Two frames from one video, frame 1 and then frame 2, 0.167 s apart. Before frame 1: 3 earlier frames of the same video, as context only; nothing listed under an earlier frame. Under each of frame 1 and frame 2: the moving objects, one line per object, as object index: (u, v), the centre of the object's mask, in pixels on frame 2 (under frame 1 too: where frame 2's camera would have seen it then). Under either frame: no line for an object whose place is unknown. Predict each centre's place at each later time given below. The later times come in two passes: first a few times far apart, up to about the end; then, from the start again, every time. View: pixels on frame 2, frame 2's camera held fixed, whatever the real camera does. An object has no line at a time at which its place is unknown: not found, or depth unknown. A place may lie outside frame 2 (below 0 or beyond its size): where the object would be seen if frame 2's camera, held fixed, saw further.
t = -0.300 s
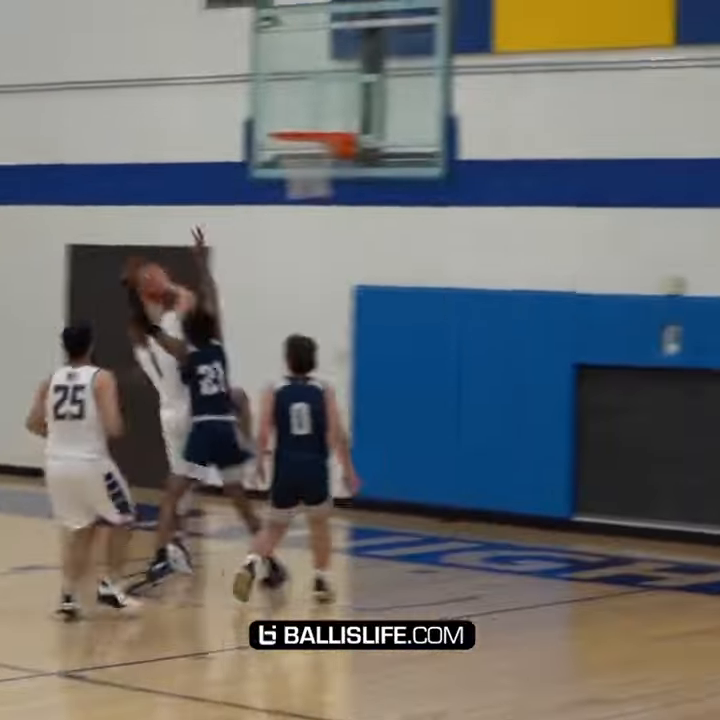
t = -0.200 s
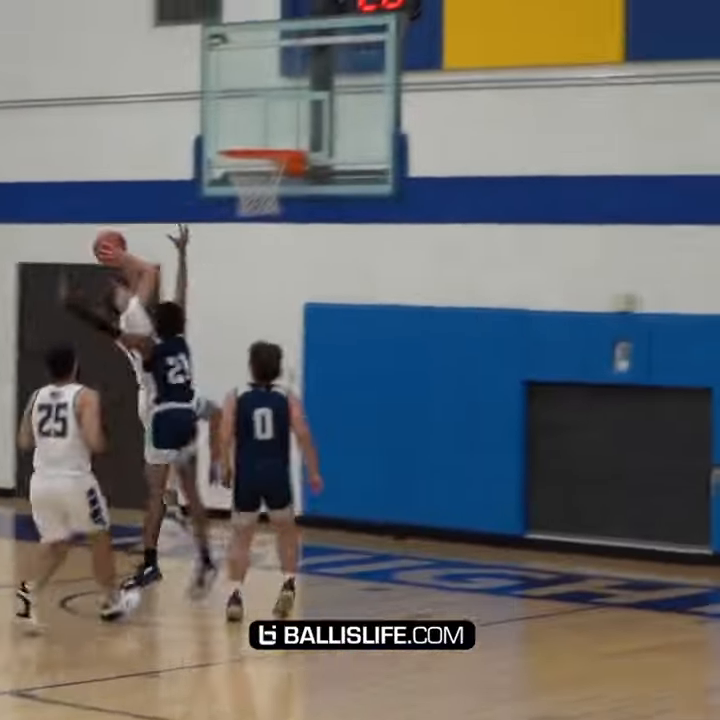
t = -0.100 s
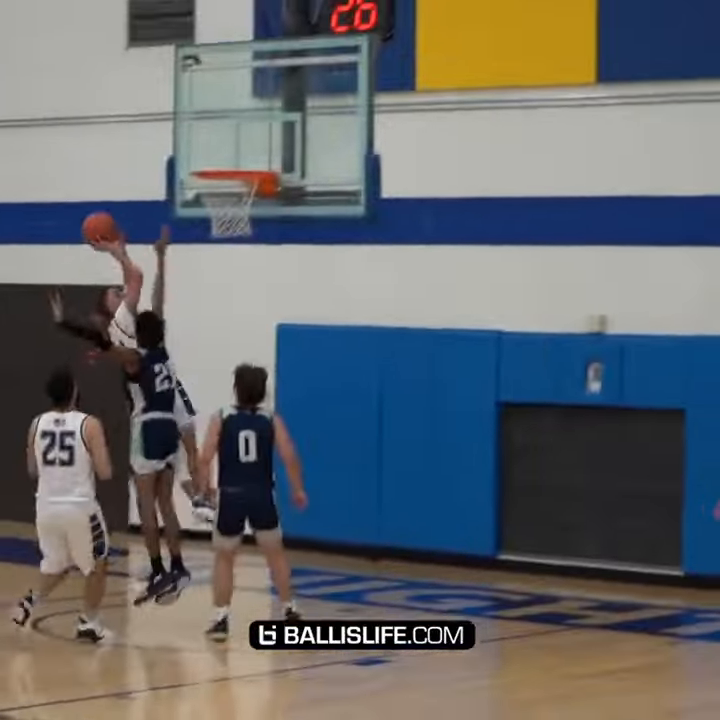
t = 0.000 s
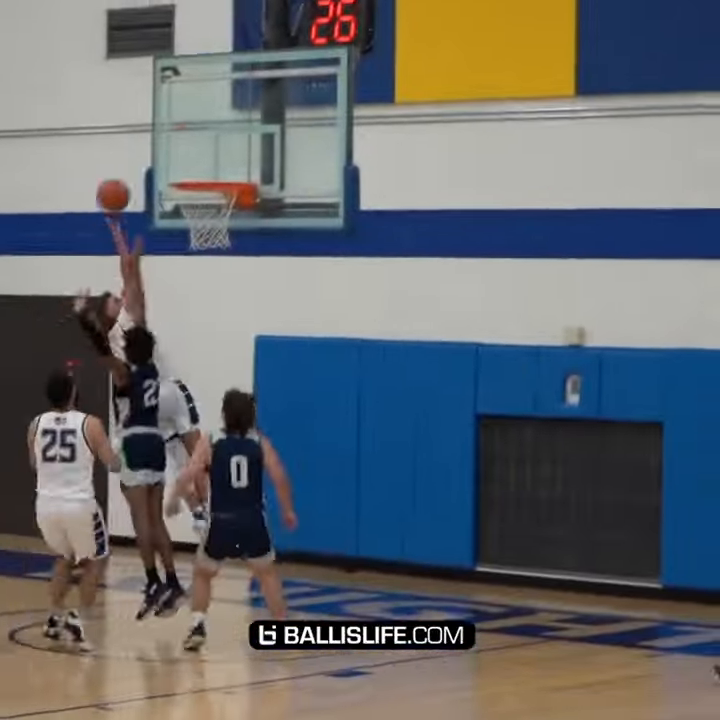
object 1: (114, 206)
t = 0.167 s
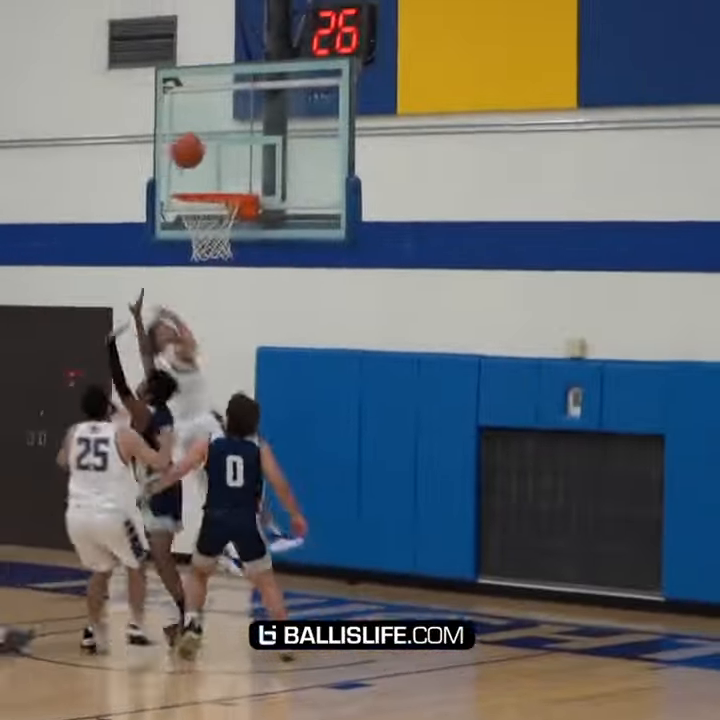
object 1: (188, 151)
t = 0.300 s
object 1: (194, 149)
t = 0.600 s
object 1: (209, 198)
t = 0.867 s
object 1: (206, 237)
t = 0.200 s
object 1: (191, 149)
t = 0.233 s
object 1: (192, 148)
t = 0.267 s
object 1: (193, 148)
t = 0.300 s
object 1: (194, 149)
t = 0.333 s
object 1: (195, 153)
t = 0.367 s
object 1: (197, 158)
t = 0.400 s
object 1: (198, 165)
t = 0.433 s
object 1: (200, 173)
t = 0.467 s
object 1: (201, 181)
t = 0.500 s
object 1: (203, 182)
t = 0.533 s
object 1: (205, 184)
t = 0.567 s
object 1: (208, 184)
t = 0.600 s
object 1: (209, 198)
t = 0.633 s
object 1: (210, 202)
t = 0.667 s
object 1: (209, 207)
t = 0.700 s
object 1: (209, 212)
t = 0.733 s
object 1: (208, 220)
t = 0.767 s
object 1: (208, 232)
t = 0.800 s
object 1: (208, 233)
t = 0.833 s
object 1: (206, 234)
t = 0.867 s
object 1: (206, 237)
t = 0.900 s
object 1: (206, 239)
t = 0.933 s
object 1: (206, 244)
